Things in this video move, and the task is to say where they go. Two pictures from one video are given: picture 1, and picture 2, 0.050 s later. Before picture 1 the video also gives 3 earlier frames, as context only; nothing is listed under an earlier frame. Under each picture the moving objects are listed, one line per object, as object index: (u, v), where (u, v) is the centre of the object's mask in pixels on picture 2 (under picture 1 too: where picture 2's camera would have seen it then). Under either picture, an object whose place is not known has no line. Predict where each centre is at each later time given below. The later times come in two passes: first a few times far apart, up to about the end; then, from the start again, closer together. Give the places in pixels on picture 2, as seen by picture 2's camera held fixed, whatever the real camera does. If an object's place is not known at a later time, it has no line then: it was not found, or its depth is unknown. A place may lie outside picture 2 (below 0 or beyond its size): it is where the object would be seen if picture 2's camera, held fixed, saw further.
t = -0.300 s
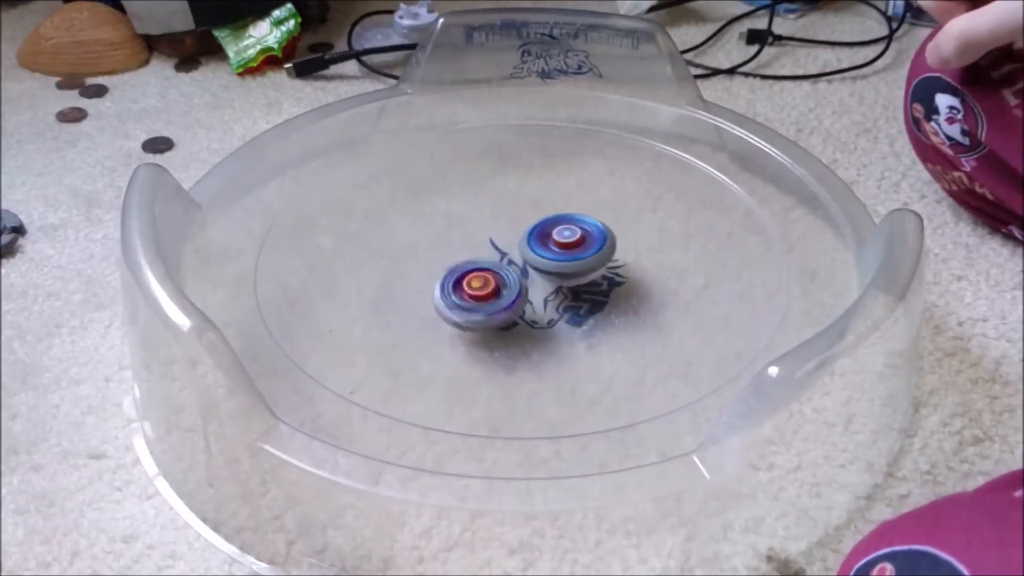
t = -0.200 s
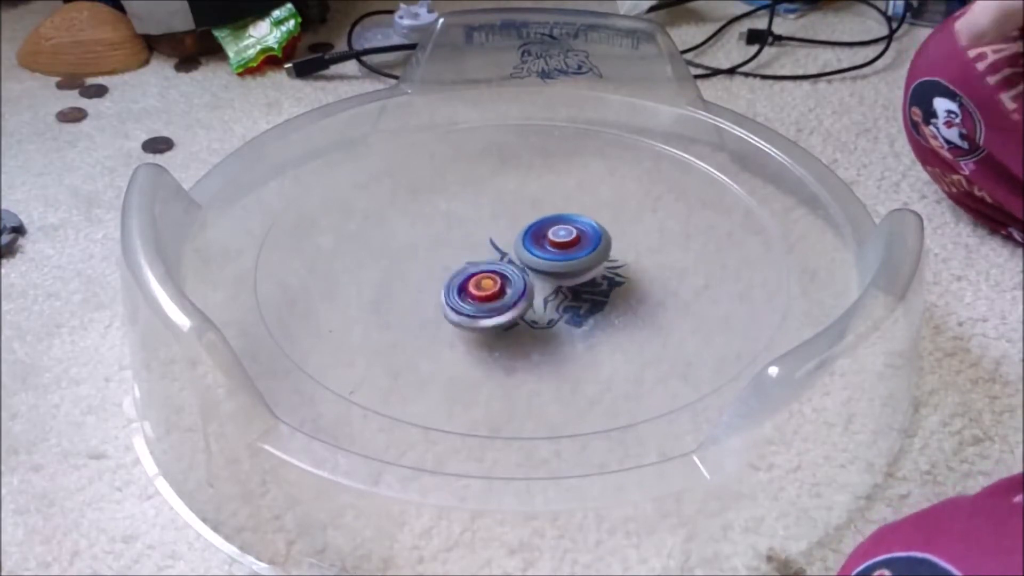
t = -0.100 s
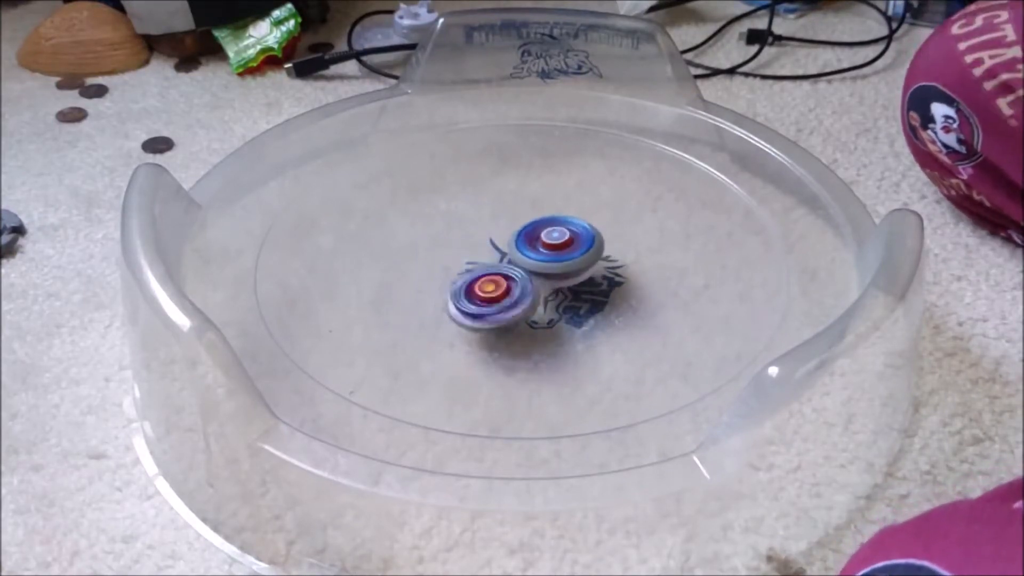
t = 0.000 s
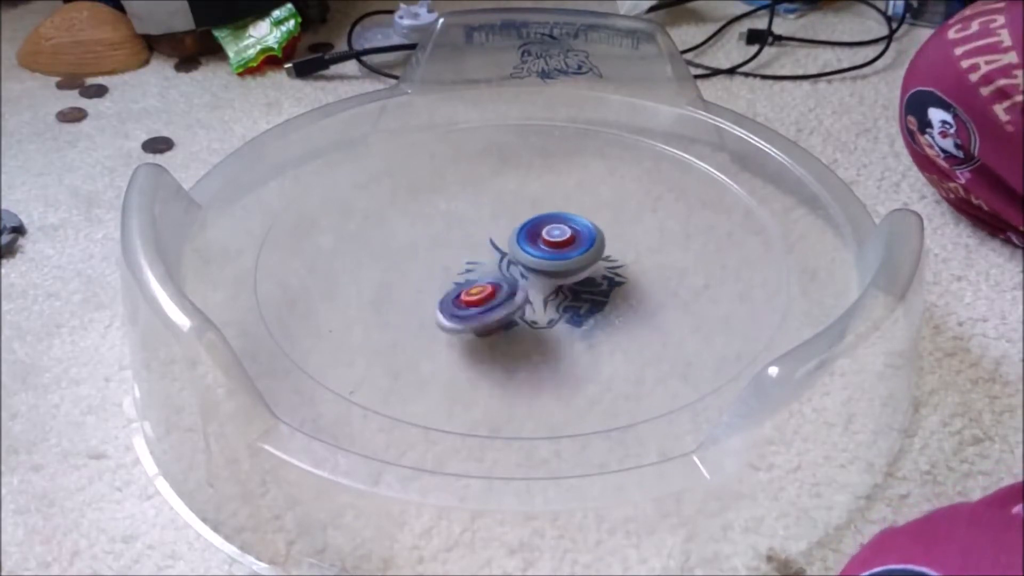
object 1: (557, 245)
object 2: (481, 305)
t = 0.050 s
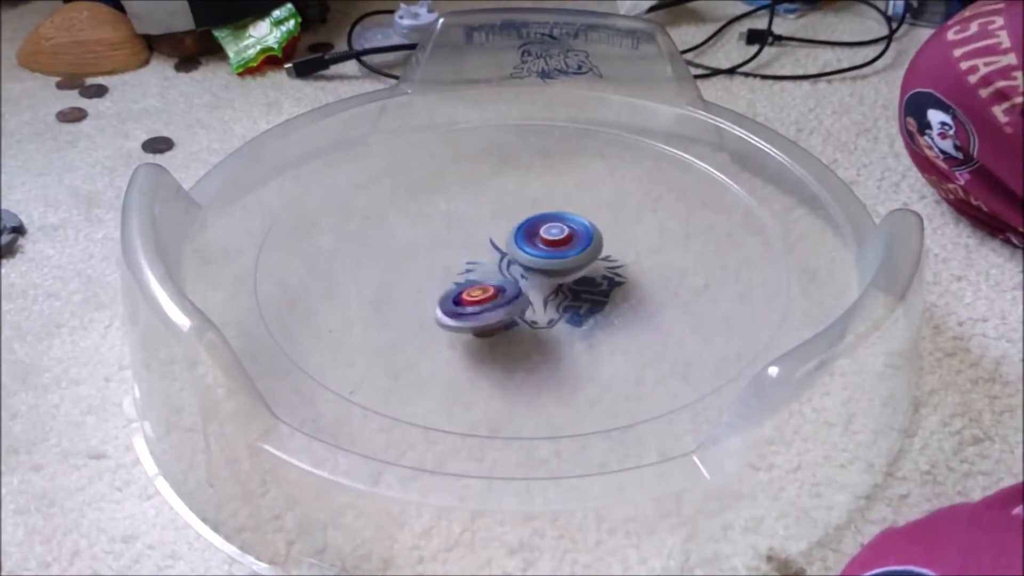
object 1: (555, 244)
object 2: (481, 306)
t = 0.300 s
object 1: (540, 246)
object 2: (485, 305)
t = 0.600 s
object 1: (528, 240)
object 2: (500, 305)
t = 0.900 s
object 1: (514, 243)
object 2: (538, 306)
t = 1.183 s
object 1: (510, 249)
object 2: (552, 311)
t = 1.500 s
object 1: (502, 248)
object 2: (560, 305)
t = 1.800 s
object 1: (498, 248)
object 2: (596, 292)
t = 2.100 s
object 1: (507, 255)
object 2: (599, 291)
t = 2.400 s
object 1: (496, 248)
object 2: (617, 290)
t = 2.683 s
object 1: (490, 252)
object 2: (620, 281)
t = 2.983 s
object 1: (504, 254)
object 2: (617, 274)
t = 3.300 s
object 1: (519, 257)
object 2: (622, 265)
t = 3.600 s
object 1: (519, 267)
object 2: (614, 263)
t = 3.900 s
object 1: (499, 273)
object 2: (616, 253)
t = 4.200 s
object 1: (493, 270)
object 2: (610, 245)
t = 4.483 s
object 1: (507, 263)
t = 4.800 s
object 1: (514, 259)
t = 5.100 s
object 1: (498, 265)
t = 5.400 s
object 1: (490, 268)
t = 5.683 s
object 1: (495, 266)
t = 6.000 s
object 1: (514, 266)
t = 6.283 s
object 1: (519, 279)
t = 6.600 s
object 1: (527, 280)
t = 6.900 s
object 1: (539, 271)
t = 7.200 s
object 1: (546, 270)
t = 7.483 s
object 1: (548, 269)
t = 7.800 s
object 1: (543, 267)
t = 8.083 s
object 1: (539, 286)
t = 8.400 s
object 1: (530, 307)
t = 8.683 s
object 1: (520, 302)
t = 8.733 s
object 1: (516, 300)
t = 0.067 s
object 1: (554, 244)
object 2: (481, 307)
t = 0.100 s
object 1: (553, 244)
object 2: (482, 307)
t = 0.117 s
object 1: (552, 244)
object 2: (483, 307)
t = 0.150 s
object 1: (550, 244)
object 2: (482, 307)
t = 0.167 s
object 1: (549, 244)
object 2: (483, 307)
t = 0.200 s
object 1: (546, 244)
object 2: (484, 307)
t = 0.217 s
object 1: (545, 245)
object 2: (483, 307)
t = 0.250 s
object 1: (543, 245)
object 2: (484, 306)
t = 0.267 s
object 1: (542, 246)
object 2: (485, 306)
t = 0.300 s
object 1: (540, 246)
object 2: (485, 305)
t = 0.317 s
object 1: (539, 247)
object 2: (485, 304)
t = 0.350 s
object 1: (536, 247)
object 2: (488, 304)
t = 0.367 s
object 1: (535, 247)
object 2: (488, 305)
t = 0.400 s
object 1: (533, 248)
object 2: (489, 304)
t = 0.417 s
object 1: (533, 248)
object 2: (489, 304)
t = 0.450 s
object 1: (534, 243)
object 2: (489, 307)
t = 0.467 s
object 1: (534, 242)
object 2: (488, 306)
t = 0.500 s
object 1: (533, 241)
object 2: (490, 307)
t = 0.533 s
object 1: (531, 240)
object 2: (493, 306)
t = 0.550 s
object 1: (530, 240)
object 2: (495, 307)
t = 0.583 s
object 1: (528, 240)
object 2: (498, 307)
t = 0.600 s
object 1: (528, 240)
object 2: (500, 305)
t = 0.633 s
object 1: (526, 239)
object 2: (503, 305)
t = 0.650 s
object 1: (525, 239)
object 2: (506, 306)
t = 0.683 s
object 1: (523, 238)
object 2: (512, 305)
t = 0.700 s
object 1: (522, 238)
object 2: (514, 305)
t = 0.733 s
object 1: (521, 239)
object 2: (518, 305)
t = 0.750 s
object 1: (520, 239)
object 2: (522, 305)
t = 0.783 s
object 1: (518, 239)
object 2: (526, 305)
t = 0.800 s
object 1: (518, 240)
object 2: (528, 305)
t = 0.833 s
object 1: (516, 241)
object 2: (533, 305)
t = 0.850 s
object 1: (516, 241)
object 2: (535, 305)
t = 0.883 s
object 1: (515, 242)
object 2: (537, 306)
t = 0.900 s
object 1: (514, 243)
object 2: (538, 306)
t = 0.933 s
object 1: (514, 244)
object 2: (542, 306)
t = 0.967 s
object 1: (513, 245)
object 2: (543, 307)
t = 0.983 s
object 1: (513, 247)
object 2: (543, 306)
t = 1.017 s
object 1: (512, 248)
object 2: (545, 306)
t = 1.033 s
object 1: (512, 249)
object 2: (545, 306)
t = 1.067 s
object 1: (512, 250)
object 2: (546, 306)
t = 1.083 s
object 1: (511, 251)
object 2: (547, 306)
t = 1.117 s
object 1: (511, 253)
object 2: (547, 307)
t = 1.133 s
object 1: (511, 253)
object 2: (548, 308)
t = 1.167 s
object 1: (510, 250)
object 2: (551, 311)
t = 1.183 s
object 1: (510, 249)
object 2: (552, 311)
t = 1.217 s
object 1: (509, 248)
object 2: (553, 313)
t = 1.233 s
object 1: (509, 248)
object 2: (554, 313)
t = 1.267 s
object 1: (508, 248)
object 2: (554, 313)
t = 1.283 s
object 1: (507, 248)
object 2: (553, 311)
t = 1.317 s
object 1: (506, 248)
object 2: (554, 310)
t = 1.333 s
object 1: (505, 248)
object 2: (554, 311)
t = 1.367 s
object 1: (504, 248)
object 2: (555, 310)
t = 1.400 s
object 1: (503, 248)
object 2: (556, 309)
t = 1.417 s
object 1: (503, 248)
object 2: (556, 309)
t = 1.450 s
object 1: (502, 248)
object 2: (557, 307)
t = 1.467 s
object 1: (502, 248)
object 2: (558, 306)
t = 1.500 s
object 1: (502, 248)
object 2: (560, 305)
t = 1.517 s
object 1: (502, 248)
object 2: (560, 303)
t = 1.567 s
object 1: (501, 249)
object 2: (563, 301)
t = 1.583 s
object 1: (501, 249)
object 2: (564, 300)
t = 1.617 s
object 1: (501, 252)
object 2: (566, 298)
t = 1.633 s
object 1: (501, 249)
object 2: (571, 299)
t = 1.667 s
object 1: (500, 248)
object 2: (580, 296)
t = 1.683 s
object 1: (500, 248)
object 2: (584, 297)
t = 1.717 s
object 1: (499, 248)
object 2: (589, 296)
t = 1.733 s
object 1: (499, 248)
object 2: (591, 295)
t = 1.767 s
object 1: (498, 248)
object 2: (593, 295)
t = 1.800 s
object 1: (498, 248)
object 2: (596, 292)
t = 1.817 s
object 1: (498, 248)
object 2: (597, 292)
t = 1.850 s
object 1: (499, 249)
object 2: (599, 292)
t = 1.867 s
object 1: (499, 249)
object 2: (599, 292)
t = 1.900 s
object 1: (500, 249)
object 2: (599, 290)
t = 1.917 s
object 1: (500, 249)
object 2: (600, 290)
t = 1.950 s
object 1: (501, 250)
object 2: (600, 290)
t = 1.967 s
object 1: (502, 250)
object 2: (600, 290)
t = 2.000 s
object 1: (503, 251)
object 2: (601, 290)
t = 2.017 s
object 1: (504, 254)
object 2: (600, 291)
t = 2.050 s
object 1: (505, 254)
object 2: (600, 291)
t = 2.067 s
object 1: (506, 255)
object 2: (599, 291)
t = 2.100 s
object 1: (507, 255)
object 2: (599, 291)
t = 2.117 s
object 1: (508, 256)
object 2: (598, 291)
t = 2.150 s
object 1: (510, 256)
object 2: (598, 291)
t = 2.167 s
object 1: (511, 257)
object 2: (598, 291)
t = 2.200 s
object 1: (513, 258)
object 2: (597, 291)
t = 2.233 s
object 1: (514, 258)
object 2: (597, 290)
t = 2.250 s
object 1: (514, 256)
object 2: (601, 287)
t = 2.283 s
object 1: (514, 255)
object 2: (599, 286)
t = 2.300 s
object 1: (511, 254)
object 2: (603, 287)
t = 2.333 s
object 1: (501, 253)
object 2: (614, 291)
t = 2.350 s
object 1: (499, 249)
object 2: (617, 291)
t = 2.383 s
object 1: (497, 249)
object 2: (617, 291)
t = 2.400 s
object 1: (496, 248)
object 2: (617, 290)
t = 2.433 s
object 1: (494, 248)
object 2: (618, 289)
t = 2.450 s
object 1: (493, 248)
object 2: (618, 289)
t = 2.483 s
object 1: (491, 248)
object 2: (619, 287)
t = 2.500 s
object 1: (490, 248)
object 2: (620, 286)
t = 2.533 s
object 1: (490, 248)
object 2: (621, 286)
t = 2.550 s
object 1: (490, 248)
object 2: (621, 285)
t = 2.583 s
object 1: (489, 248)
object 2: (620, 283)
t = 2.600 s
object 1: (489, 248)
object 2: (621, 283)
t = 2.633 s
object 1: (490, 249)
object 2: (620, 282)
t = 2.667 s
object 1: (490, 249)
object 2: (620, 282)
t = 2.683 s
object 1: (490, 252)
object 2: (620, 281)
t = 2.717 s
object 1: (491, 250)
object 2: (620, 281)
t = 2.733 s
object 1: (492, 251)
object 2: (620, 280)
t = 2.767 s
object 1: (494, 251)
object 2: (619, 279)
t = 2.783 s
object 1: (495, 251)
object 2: (620, 279)
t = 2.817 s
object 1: (497, 251)
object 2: (619, 278)
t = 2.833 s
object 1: (497, 253)
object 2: (619, 278)
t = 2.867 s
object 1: (498, 253)
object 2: (620, 277)
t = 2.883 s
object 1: (499, 253)
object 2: (618, 277)
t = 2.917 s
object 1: (501, 254)
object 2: (618, 276)
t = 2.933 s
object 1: (502, 251)
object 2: (617, 275)
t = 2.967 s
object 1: (503, 254)
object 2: (617, 274)
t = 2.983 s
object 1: (504, 254)
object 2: (617, 274)
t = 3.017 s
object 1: (507, 255)
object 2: (617, 272)
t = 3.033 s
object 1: (508, 255)
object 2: (618, 271)
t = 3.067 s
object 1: (510, 256)
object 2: (617, 271)
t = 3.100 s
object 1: (512, 254)
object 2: (617, 269)
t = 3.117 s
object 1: (514, 254)
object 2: (617, 269)
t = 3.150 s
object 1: (516, 255)
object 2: (617, 268)
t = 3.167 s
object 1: (517, 255)
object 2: (618, 268)
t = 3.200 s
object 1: (520, 256)
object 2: (615, 266)
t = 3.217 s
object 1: (521, 256)
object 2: (616, 265)
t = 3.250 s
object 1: (519, 256)
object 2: (622, 266)
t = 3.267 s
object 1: (518, 256)
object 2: (623, 266)
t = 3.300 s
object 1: (519, 257)
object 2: (622, 265)
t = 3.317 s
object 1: (520, 258)
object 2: (622, 266)
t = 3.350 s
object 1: (521, 259)
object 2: (621, 263)
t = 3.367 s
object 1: (521, 259)
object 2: (621, 262)
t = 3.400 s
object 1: (522, 260)
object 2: (618, 262)
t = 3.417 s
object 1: (523, 261)
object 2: (618, 263)
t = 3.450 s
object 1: (524, 262)
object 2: (619, 262)
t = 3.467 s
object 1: (525, 262)
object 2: (617, 262)
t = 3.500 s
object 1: (525, 263)
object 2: (617, 263)
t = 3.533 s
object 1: (520, 265)
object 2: (616, 263)
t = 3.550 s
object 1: (520, 265)
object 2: (616, 263)
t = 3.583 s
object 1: (520, 266)
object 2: (615, 264)
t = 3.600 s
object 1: (519, 267)
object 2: (614, 263)
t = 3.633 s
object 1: (519, 268)
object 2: (612, 262)
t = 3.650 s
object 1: (519, 268)
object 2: (611, 262)
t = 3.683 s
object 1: (514, 269)
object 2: (616, 258)
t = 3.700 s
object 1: (510, 270)
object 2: (618, 257)
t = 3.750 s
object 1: (506, 270)
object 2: (617, 256)
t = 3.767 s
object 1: (505, 270)
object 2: (617, 255)
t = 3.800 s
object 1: (503, 271)
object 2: (616, 254)
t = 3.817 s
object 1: (503, 271)
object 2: (616, 254)
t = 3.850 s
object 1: (501, 272)
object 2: (617, 253)
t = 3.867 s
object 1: (500, 272)
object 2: (617, 253)
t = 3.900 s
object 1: (499, 273)
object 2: (616, 253)
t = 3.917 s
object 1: (498, 272)
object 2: (615, 252)
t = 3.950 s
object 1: (496, 272)
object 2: (614, 251)
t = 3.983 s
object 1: (495, 272)
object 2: (613, 249)
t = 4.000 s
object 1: (495, 273)
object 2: (613, 250)
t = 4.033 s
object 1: (494, 273)
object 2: (613, 249)
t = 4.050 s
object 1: (493, 272)
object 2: (613, 249)
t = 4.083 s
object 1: (493, 272)
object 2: (612, 248)
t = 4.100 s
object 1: (492, 272)
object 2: (611, 248)
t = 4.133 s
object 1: (492, 271)
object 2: (610, 246)
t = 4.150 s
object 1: (492, 271)
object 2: (610, 246)
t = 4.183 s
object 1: (492, 270)
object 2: (609, 245)
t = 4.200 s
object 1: (493, 270)
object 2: (610, 245)
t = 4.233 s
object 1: (494, 269)
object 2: (608, 245)
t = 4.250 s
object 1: (494, 269)
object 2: (608, 244)
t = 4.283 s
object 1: (496, 269)
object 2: (607, 244)
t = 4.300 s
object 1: (497, 269)
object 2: (607, 244)
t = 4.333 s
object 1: (498, 267)
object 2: (606, 244)
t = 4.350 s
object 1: (499, 267)
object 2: (606, 243)
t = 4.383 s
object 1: (501, 266)
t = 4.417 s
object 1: (503, 265)
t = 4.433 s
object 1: (504, 264)
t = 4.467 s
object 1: (506, 263)
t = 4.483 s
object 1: (507, 263)
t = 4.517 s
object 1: (510, 262)
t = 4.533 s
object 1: (511, 262)
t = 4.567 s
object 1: (513, 261)
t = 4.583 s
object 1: (514, 261)
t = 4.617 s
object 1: (514, 260)
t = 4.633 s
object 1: (513, 260)
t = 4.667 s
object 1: (514, 260)
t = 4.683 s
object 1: (515, 259)
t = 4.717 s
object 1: (516, 259)
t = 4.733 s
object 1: (517, 259)
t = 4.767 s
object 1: (518, 259)
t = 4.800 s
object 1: (514, 259)
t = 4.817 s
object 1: (513, 259)
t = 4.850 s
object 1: (512, 259)
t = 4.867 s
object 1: (512, 260)
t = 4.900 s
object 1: (511, 260)
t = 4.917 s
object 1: (512, 260)
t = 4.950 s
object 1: (510, 261)
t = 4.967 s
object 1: (508, 261)
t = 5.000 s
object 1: (507, 261)
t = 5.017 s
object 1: (507, 262)
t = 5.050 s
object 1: (502, 264)
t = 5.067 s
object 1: (501, 264)
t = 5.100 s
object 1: (498, 265)
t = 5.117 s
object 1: (498, 266)
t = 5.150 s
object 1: (496, 266)
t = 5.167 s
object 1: (495, 266)
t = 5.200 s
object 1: (494, 269)
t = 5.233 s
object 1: (493, 269)
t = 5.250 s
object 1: (493, 270)
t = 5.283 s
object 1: (492, 269)
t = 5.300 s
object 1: (491, 268)
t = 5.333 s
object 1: (490, 268)
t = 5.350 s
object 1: (490, 268)
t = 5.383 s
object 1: (490, 268)
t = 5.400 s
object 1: (490, 268)
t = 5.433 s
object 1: (490, 268)
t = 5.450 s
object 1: (489, 268)
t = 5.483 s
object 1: (489, 268)
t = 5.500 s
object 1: (489, 268)
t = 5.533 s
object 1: (490, 267)
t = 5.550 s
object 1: (490, 267)
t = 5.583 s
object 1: (491, 267)
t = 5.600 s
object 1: (491, 267)
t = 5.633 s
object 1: (493, 266)
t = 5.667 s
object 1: (494, 266)
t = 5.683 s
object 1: (495, 266)
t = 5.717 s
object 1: (497, 265)
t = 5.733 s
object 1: (499, 268)
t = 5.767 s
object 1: (501, 266)
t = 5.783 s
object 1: (503, 264)
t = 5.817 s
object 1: (507, 267)
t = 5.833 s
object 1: (507, 264)
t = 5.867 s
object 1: (508, 264)
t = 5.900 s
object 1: (508, 265)
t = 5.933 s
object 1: (510, 268)
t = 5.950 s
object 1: (511, 266)
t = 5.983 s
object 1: (513, 266)
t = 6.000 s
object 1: (514, 266)
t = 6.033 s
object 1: (514, 268)
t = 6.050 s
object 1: (513, 270)
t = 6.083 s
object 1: (514, 274)
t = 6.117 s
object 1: (514, 275)
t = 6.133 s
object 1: (515, 275)
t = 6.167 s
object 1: (516, 276)
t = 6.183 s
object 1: (516, 277)
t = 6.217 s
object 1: (517, 277)
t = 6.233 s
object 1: (517, 278)
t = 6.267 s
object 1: (519, 279)
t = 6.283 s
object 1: (519, 279)
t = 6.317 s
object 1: (520, 279)
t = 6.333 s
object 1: (520, 277)
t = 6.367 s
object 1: (521, 277)
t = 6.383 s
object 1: (522, 277)
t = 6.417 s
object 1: (522, 280)
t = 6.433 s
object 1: (523, 277)
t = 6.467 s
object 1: (524, 280)
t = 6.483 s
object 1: (524, 280)
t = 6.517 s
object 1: (525, 280)
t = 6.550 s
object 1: (526, 280)
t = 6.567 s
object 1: (527, 280)
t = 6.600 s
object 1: (527, 280)
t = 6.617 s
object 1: (528, 280)
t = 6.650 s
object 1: (529, 280)
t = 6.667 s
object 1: (529, 280)
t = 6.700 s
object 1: (530, 279)
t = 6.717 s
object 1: (531, 279)
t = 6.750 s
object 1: (532, 278)
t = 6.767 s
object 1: (533, 277)
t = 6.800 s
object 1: (534, 277)
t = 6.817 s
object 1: (535, 276)
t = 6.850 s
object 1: (538, 272)
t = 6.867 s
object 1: (538, 272)
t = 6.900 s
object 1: (539, 271)
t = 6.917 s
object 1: (539, 271)
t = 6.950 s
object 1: (540, 270)
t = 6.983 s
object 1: (541, 271)
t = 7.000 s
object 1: (541, 271)
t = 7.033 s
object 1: (543, 271)
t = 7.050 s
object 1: (543, 270)
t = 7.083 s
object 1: (543, 270)
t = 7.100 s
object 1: (544, 270)
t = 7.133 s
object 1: (545, 270)
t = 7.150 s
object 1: (545, 270)
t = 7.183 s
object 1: (546, 269)
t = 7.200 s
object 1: (546, 270)
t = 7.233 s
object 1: (546, 269)
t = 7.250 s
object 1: (547, 269)
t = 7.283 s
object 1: (547, 269)
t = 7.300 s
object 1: (548, 269)
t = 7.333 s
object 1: (548, 269)
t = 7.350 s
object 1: (548, 269)
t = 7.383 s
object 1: (548, 269)
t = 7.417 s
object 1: (548, 269)
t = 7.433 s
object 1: (548, 269)
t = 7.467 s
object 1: (548, 269)
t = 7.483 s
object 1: (548, 269)
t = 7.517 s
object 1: (548, 269)
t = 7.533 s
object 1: (548, 269)
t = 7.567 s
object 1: (548, 269)
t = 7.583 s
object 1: (548, 269)
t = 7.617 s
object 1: (548, 268)
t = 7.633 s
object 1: (547, 268)
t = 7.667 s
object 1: (547, 268)
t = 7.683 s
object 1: (546, 268)
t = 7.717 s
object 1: (546, 267)
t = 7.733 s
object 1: (545, 267)
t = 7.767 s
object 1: (545, 268)
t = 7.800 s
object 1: (543, 267)
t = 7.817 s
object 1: (543, 267)
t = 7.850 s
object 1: (543, 267)
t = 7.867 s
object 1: (543, 267)
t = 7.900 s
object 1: (542, 267)
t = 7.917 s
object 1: (542, 267)
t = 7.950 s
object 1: (542, 268)
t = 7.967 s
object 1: (542, 272)
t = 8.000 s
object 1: (540, 279)
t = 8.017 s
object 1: (540, 282)
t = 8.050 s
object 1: (539, 285)
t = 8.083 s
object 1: (539, 286)
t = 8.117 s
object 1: (540, 287)
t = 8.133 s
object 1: (539, 288)
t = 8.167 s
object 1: (539, 289)
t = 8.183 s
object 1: (539, 289)
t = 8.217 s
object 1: (537, 294)
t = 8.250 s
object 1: (534, 301)
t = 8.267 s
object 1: (533, 303)
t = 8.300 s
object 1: (532, 306)
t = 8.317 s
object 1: (532, 305)
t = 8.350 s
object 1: (531, 306)
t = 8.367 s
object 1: (531, 306)
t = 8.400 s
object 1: (530, 307)
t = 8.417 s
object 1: (530, 306)
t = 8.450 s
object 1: (529, 307)
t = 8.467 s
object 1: (528, 307)
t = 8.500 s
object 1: (527, 307)
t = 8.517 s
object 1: (526, 306)
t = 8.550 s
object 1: (524, 306)
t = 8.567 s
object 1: (523, 305)
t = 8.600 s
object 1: (522, 305)
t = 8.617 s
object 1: (521, 305)
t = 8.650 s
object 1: (520, 303)
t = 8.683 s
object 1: (520, 302)
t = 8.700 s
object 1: (519, 302)
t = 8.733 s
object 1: (516, 300)
